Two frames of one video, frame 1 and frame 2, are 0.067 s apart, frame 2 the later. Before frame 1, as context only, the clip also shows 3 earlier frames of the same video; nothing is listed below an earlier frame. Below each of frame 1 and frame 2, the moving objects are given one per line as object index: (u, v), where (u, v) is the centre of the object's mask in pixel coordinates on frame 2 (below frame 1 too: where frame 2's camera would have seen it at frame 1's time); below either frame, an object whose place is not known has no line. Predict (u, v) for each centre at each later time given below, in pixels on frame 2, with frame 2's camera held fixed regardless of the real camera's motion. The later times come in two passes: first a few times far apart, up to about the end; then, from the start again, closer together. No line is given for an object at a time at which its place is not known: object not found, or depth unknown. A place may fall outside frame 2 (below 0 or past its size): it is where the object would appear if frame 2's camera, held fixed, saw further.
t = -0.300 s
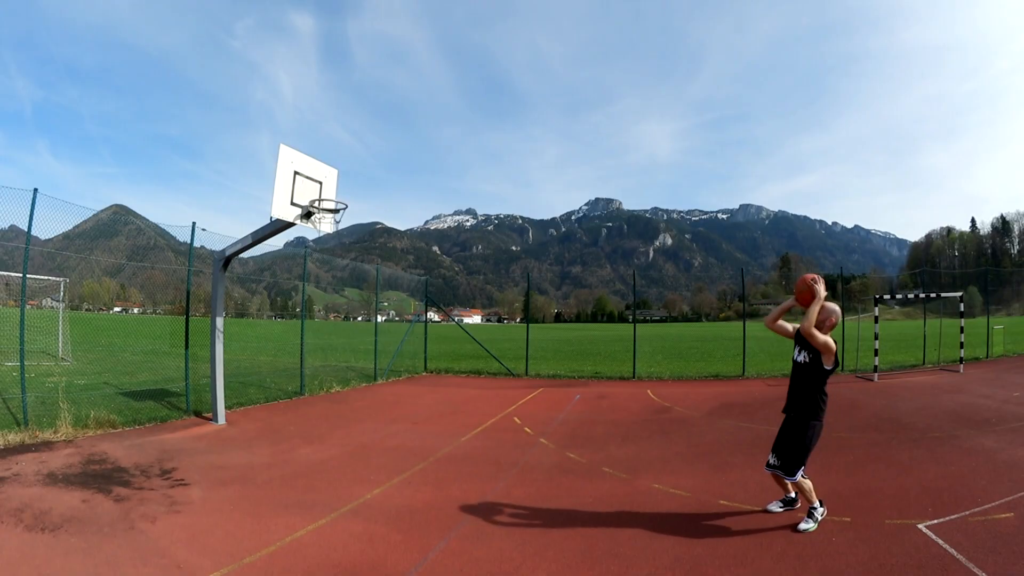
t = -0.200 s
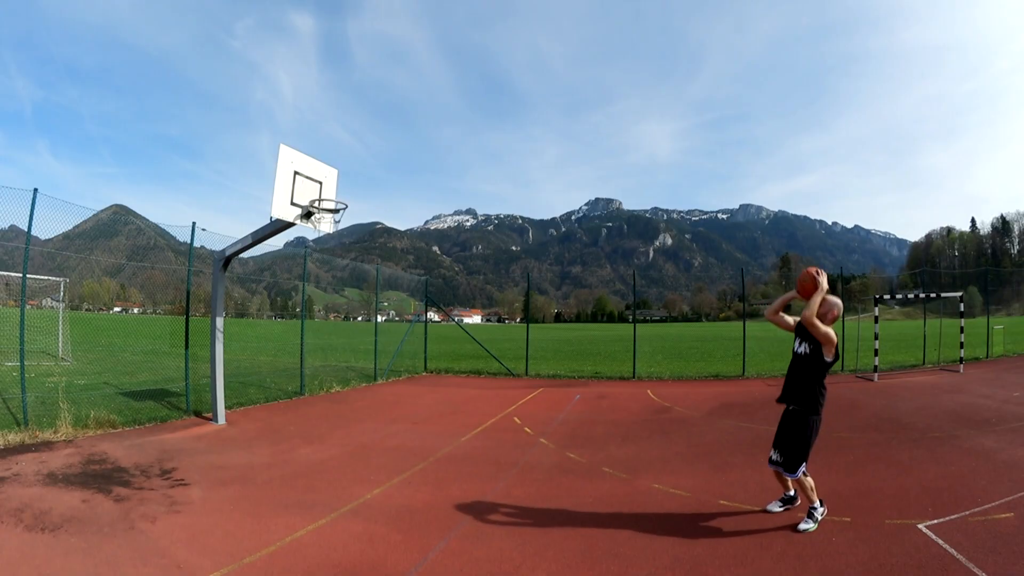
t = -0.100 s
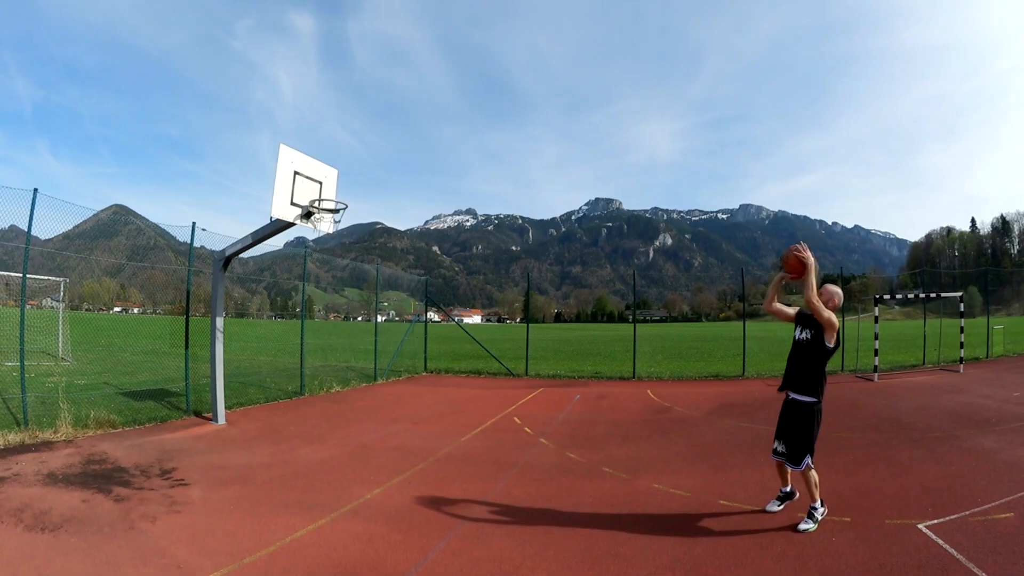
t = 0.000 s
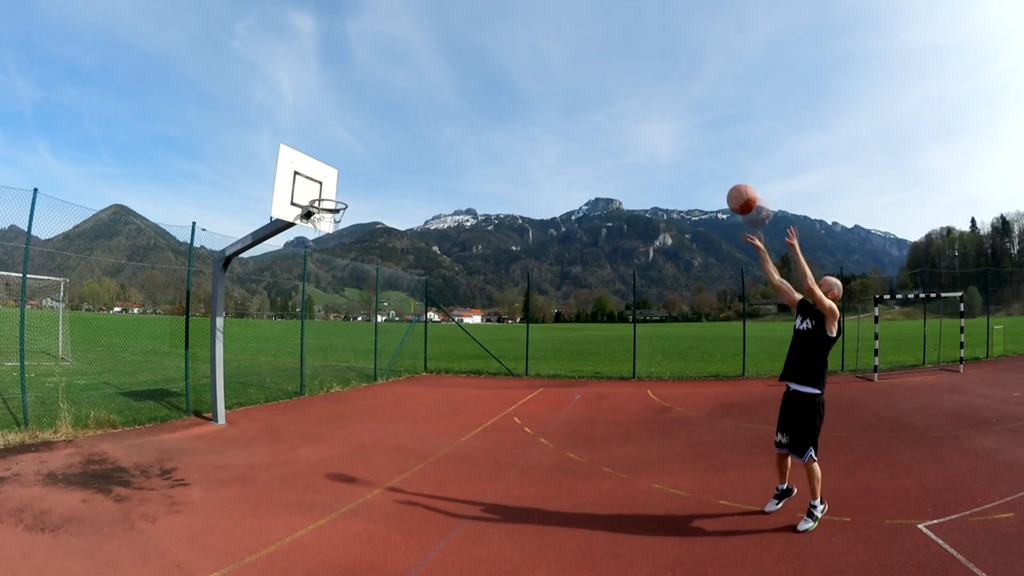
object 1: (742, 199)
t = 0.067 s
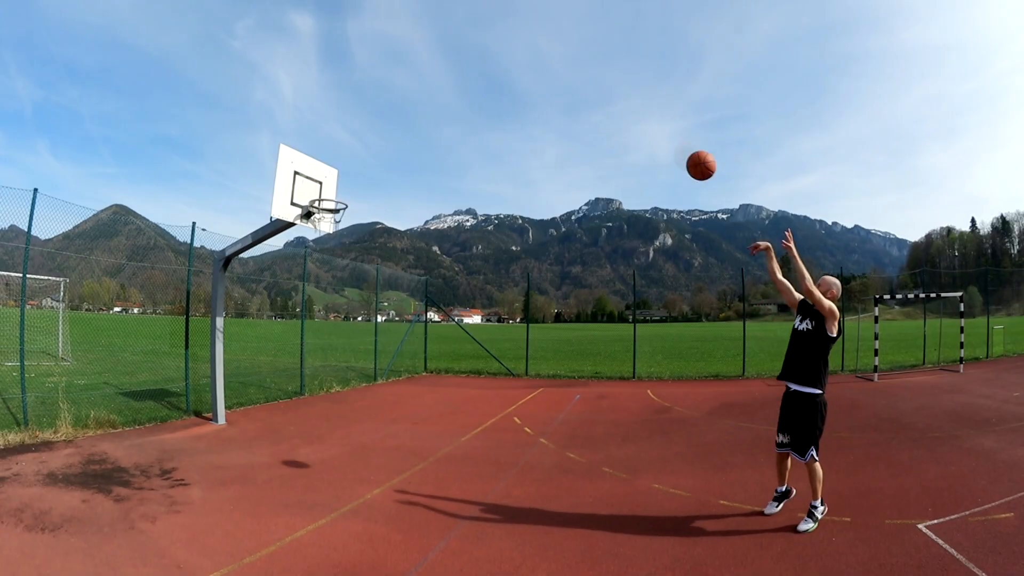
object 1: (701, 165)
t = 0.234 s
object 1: (601, 108)
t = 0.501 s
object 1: (468, 94)
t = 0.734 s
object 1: (387, 132)
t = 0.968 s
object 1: (319, 209)
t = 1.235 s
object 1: (346, 270)
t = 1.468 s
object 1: (369, 364)
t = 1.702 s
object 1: (394, 396)
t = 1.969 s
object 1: (423, 321)
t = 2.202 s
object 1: (450, 296)
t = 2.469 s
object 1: (478, 318)
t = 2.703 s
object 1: (503, 382)
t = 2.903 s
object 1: (520, 412)
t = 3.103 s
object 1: (534, 362)
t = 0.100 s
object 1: (675, 147)
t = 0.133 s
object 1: (662, 138)
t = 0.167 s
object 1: (637, 124)
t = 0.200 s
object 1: (613, 113)
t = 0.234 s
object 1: (601, 108)
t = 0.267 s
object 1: (579, 101)
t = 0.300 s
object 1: (559, 95)
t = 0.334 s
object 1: (544, 92)
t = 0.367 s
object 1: (529, 90)
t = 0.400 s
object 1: (511, 89)
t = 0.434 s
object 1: (499, 90)
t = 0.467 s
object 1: (484, 91)
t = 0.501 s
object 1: (468, 94)
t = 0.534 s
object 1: (459, 96)
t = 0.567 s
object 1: (444, 101)
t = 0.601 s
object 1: (429, 106)
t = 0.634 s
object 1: (421, 111)
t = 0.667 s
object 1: (407, 119)
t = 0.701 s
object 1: (394, 127)
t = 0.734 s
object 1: (387, 132)
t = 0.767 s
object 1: (374, 143)
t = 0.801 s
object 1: (362, 154)
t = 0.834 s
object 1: (355, 161)
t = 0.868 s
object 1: (343, 174)
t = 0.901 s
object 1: (332, 188)
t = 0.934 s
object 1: (326, 196)
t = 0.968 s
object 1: (319, 209)
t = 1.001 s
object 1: (323, 217)
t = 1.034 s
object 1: (327, 223)
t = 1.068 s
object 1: (330, 229)
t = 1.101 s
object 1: (334, 236)
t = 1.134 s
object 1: (338, 243)
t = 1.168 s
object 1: (340, 251)
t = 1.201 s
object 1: (343, 262)
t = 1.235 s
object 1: (346, 270)
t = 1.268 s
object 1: (349, 281)
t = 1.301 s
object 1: (353, 295)
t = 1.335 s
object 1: (356, 305)
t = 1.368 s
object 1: (359, 319)
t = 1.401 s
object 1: (363, 336)
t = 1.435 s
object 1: (366, 350)
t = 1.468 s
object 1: (369, 364)
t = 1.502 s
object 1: (373, 383)
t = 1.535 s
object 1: (376, 399)
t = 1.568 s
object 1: (379, 414)
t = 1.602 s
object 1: (383, 435)
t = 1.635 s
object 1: (386, 426)
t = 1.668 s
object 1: (390, 411)
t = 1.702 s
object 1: (394, 396)
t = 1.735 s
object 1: (396, 387)
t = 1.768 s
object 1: (400, 374)
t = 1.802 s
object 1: (405, 361)
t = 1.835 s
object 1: (407, 355)
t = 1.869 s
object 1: (412, 344)
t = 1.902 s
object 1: (416, 334)
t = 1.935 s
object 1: (419, 328)
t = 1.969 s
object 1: (423, 321)
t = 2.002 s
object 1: (427, 313)
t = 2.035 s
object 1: (431, 309)
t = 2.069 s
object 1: (435, 305)
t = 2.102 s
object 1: (439, 301)
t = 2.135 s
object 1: (443, 298)
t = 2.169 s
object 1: (446, 297)
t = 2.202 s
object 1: (450, 296)
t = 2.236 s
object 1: (454, 296)
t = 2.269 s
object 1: (457, 297)
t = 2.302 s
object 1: (461, 299)
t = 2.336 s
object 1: (465, 300)
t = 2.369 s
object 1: (468, 303)
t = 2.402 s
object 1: (472, 308)
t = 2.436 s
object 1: (475, 312)
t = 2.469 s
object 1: (478, 318)
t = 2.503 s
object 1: (483, 326)
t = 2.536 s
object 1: (486, 333)
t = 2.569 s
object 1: (489, 339)
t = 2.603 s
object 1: (493, 349)
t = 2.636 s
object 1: (496, 358)
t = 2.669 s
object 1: (499, 368)
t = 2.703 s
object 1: (503, 382)
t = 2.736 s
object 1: (506, 392)
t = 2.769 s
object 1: (509, 404)
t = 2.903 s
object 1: (520, 412)
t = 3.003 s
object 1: (526, 383)
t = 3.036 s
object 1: (529, 376)
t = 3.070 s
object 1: (531, 369)
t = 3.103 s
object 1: (534, 362)
